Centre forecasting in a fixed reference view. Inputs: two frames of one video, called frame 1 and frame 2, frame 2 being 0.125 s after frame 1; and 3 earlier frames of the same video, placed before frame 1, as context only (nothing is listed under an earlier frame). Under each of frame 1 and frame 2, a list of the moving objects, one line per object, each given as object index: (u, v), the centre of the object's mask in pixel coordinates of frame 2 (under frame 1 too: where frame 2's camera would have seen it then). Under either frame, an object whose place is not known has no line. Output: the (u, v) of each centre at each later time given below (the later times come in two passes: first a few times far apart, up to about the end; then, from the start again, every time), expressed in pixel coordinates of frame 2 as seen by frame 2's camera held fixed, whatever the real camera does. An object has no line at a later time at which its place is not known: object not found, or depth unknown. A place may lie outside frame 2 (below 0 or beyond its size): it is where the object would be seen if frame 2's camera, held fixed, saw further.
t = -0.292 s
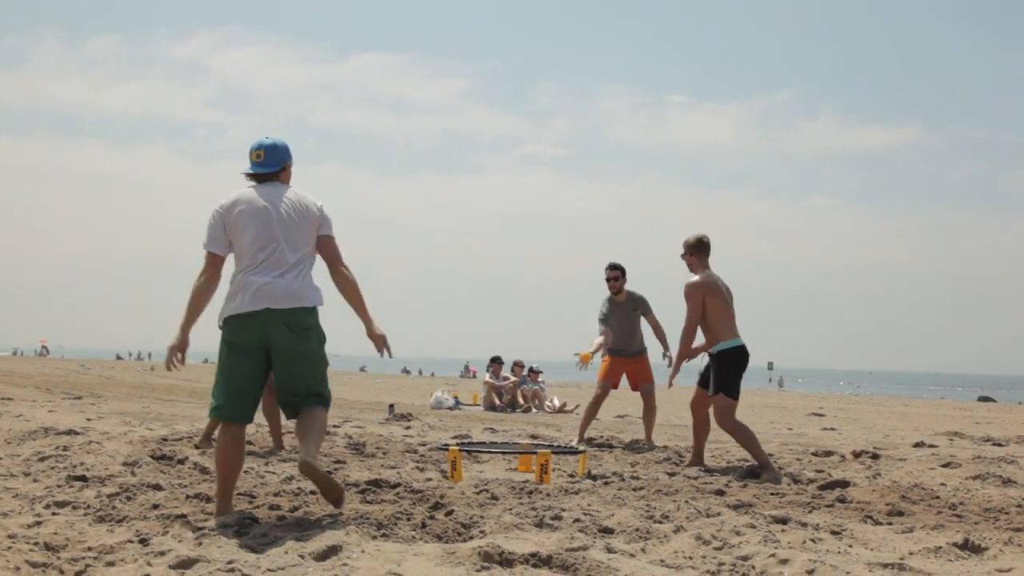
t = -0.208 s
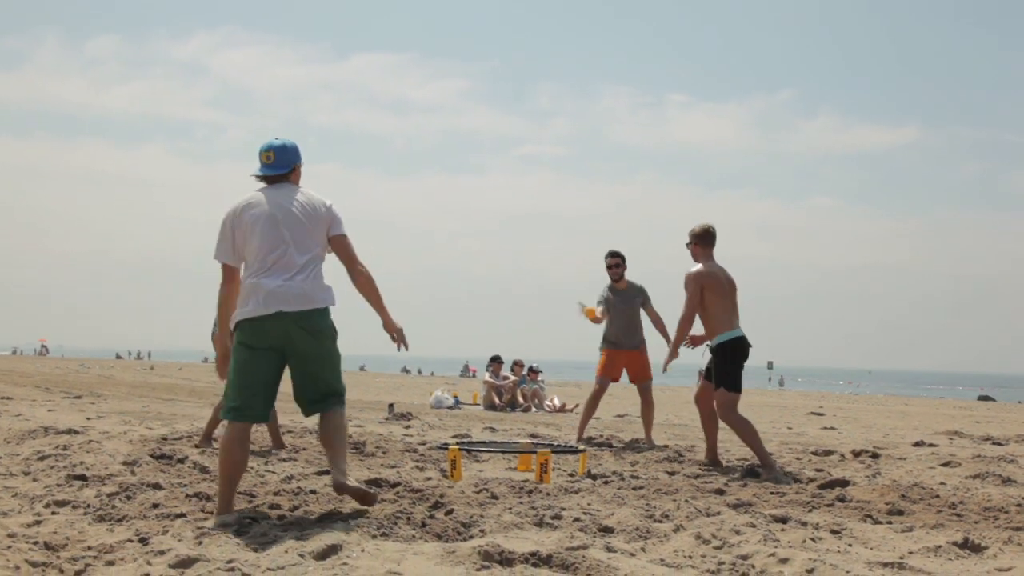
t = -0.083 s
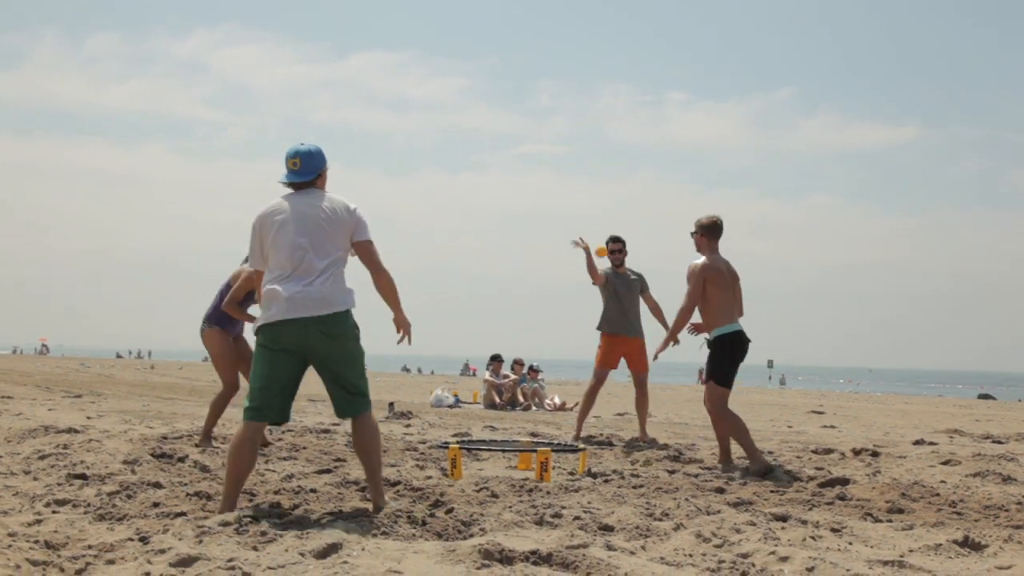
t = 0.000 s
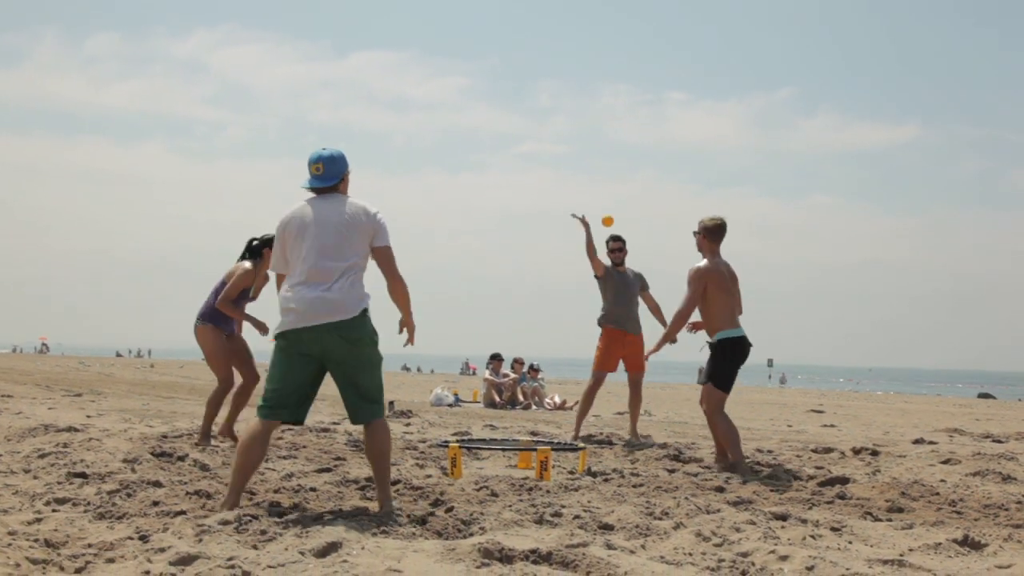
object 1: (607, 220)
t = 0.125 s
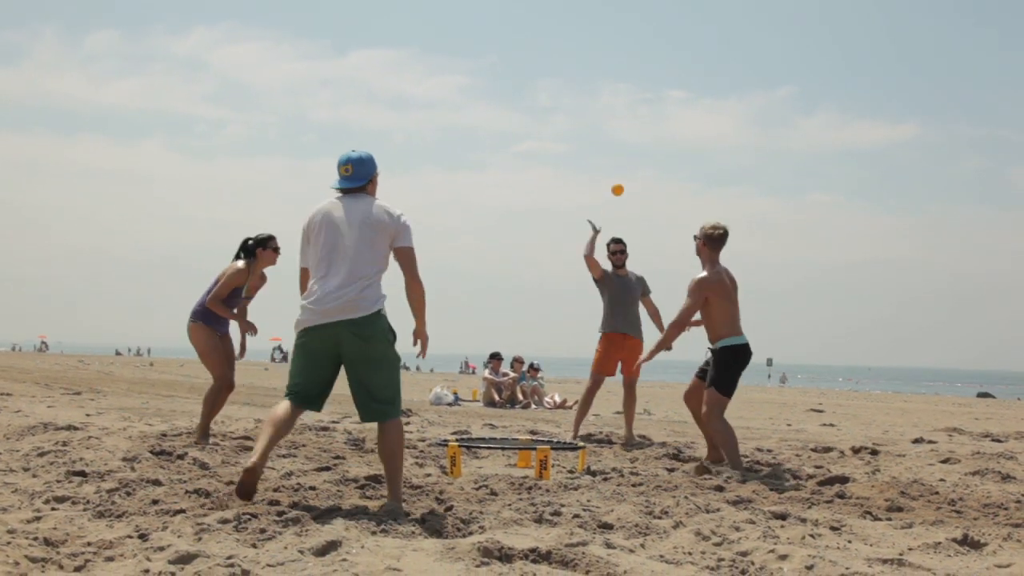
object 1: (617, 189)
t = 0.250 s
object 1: (627, 178)
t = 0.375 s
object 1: (636, 187)
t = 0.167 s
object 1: (621, 184)
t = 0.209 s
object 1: (624, 179)
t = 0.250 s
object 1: (627, 178)
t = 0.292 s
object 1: (630, 179)
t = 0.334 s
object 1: (633, 182)
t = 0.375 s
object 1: (636, 187)
